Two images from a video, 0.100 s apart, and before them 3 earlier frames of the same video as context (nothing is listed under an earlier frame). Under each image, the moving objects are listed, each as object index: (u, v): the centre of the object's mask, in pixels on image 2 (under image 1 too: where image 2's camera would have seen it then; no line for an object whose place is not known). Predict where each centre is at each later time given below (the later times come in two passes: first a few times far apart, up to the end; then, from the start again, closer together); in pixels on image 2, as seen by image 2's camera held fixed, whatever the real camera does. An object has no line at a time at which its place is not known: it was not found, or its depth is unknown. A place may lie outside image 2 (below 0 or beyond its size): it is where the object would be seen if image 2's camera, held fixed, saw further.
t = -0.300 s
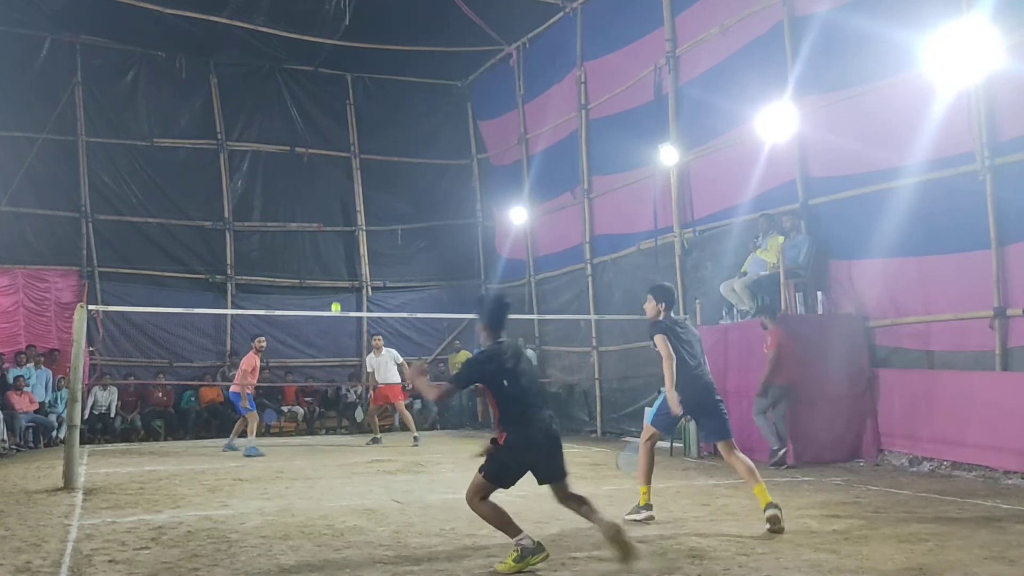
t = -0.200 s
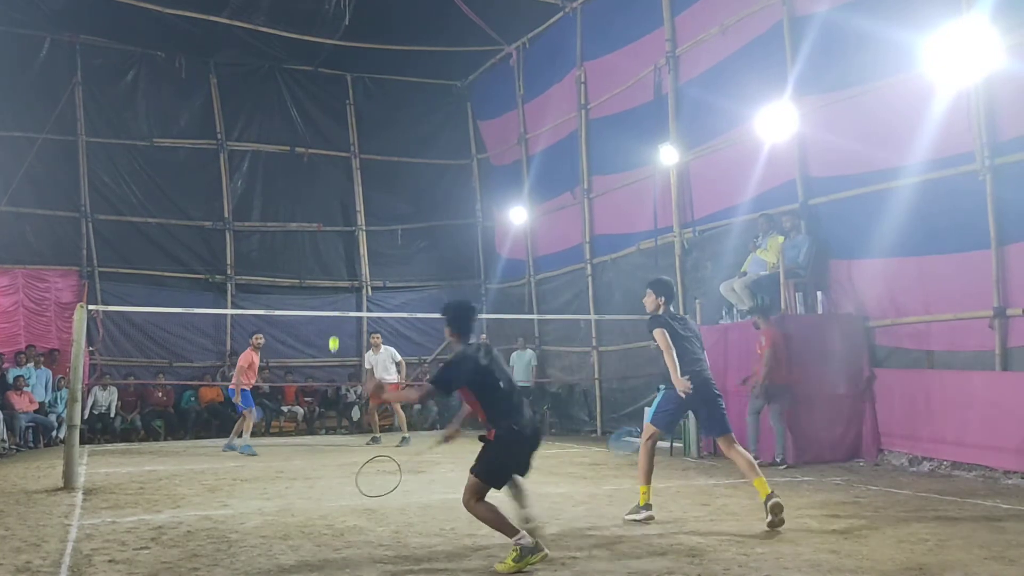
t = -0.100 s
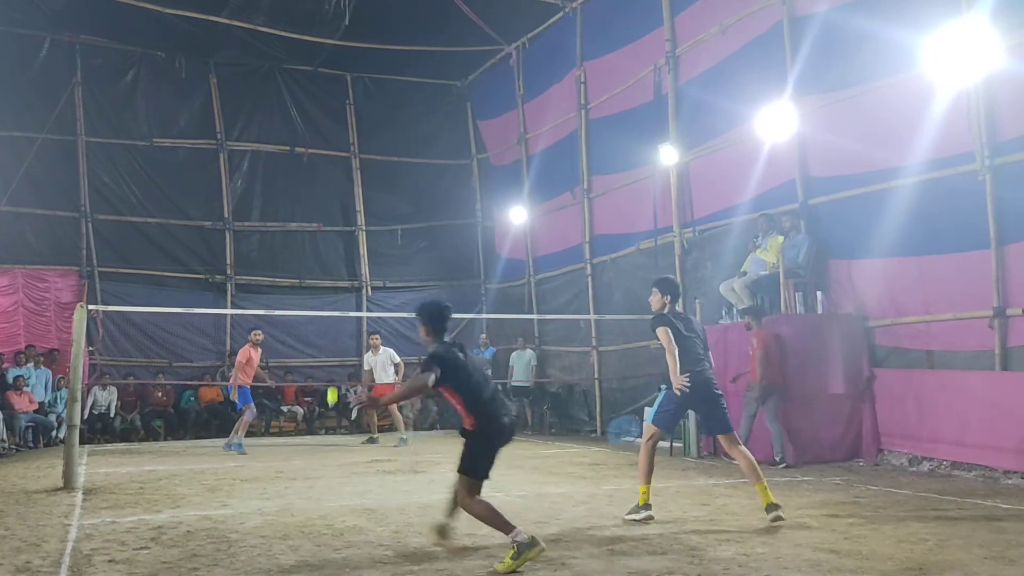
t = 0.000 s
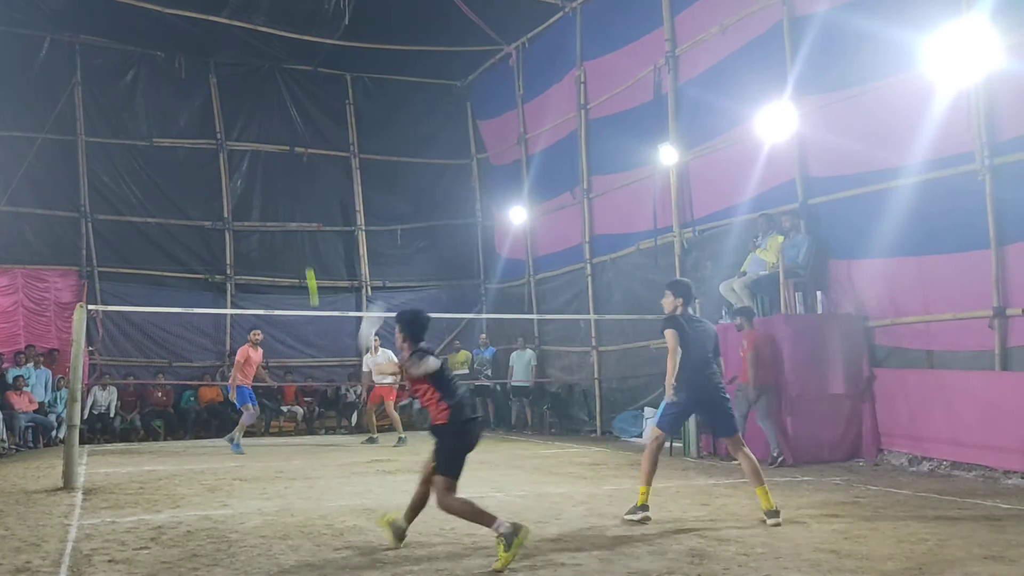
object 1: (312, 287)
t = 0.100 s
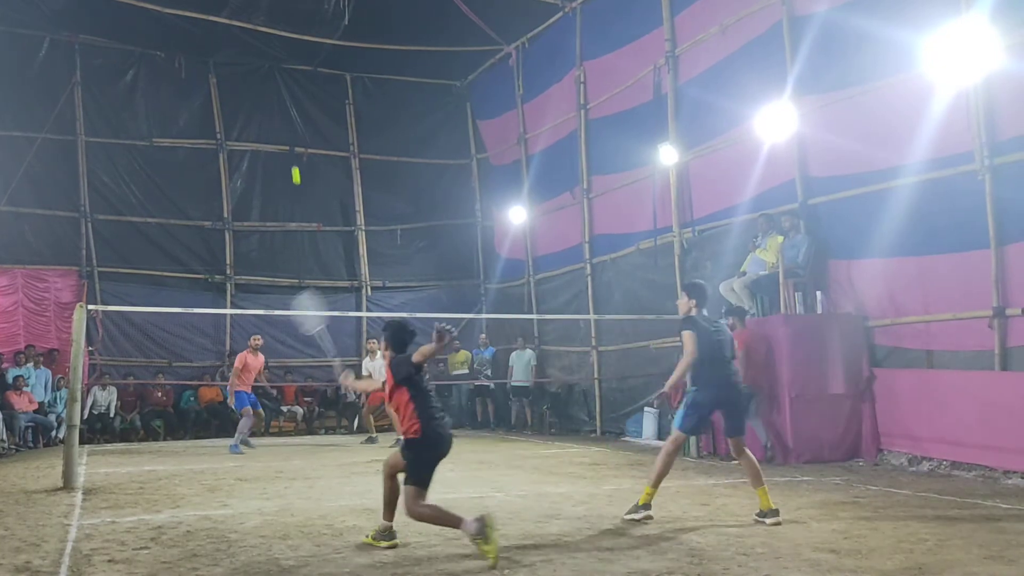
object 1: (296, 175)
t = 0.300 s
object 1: (284, 106)
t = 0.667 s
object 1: (277, 112)
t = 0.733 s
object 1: (276, 123)
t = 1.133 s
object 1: (276, 217)
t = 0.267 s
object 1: (285, 111)
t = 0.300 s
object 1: (284, 106)
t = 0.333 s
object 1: (283, 102)
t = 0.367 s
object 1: (282, 99)
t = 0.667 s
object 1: (277, 112)
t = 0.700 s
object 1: (277, 117)
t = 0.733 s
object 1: (276, 123)
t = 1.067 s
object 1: (276, 198)
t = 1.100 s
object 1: (276, 208)
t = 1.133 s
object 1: (276, 217)
